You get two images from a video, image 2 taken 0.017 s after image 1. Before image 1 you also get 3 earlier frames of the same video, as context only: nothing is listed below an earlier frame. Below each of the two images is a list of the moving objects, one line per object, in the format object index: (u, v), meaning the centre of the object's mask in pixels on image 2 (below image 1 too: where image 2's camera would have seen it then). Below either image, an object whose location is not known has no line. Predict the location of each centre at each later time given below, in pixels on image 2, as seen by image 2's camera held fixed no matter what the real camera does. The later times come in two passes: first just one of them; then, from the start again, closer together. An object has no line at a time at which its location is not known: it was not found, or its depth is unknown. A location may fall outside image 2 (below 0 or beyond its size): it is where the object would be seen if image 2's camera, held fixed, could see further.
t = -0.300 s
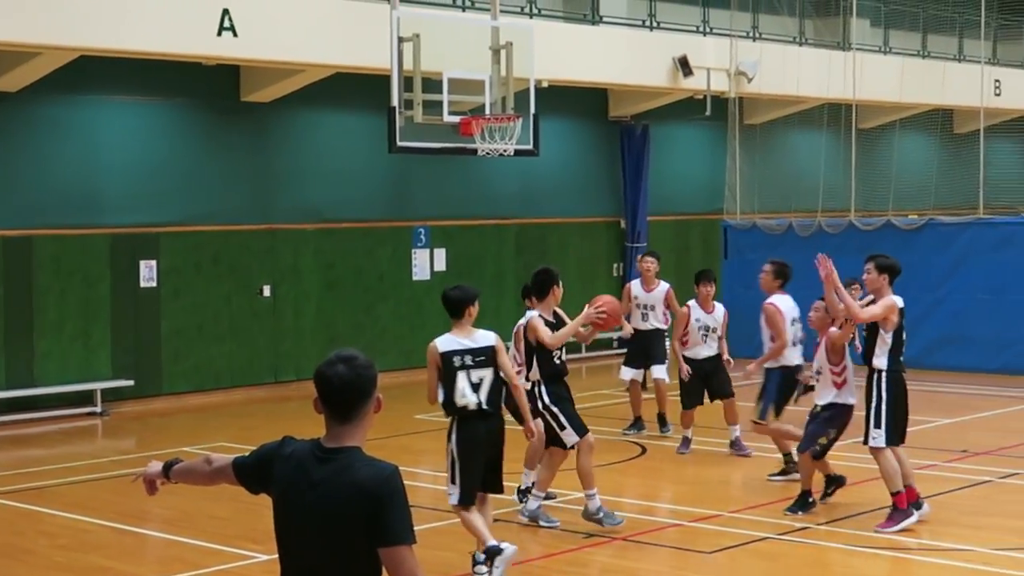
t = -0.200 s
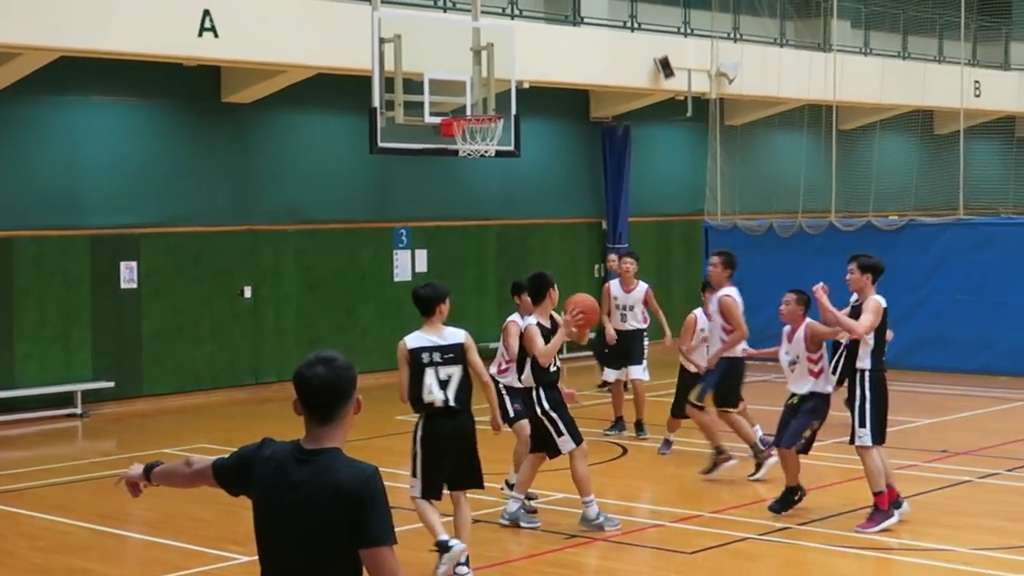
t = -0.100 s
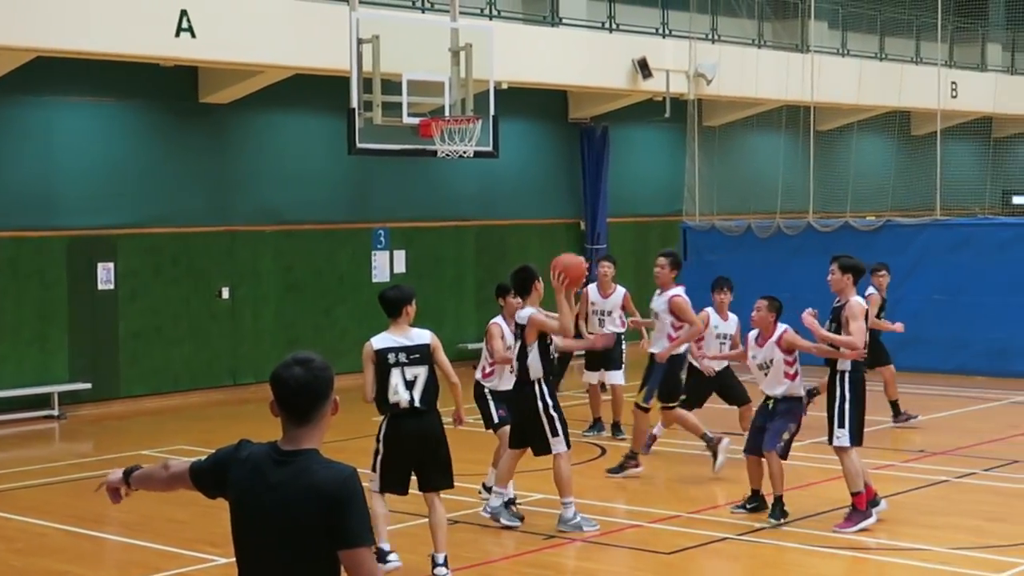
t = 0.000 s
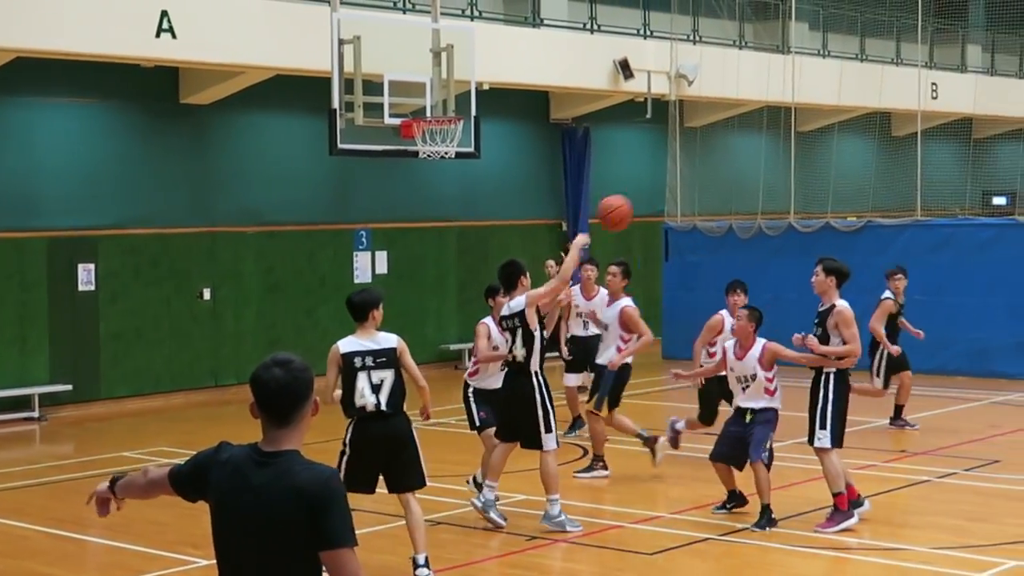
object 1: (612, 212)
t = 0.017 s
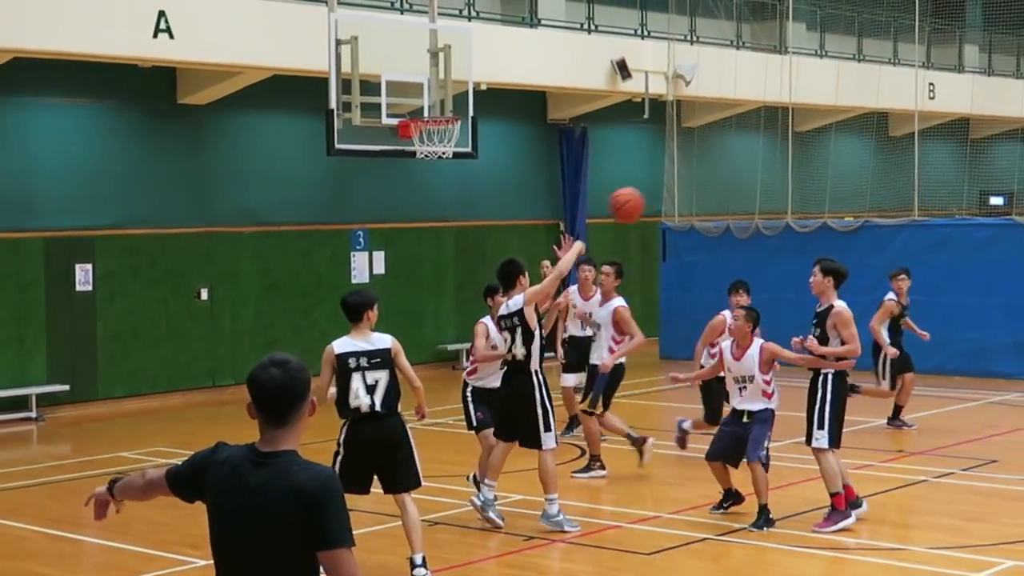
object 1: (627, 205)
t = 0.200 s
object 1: (776, 150)
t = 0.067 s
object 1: (670, 184)
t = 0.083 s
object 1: (683, 178)
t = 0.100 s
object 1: (697, 173)
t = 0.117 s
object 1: (710, 168)
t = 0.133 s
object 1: (724, 163)
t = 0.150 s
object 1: (737, 159)
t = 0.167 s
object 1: (750, 156)
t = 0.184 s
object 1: (763, 153)
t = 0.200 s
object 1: (776, 150)
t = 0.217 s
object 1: (788, 148)
